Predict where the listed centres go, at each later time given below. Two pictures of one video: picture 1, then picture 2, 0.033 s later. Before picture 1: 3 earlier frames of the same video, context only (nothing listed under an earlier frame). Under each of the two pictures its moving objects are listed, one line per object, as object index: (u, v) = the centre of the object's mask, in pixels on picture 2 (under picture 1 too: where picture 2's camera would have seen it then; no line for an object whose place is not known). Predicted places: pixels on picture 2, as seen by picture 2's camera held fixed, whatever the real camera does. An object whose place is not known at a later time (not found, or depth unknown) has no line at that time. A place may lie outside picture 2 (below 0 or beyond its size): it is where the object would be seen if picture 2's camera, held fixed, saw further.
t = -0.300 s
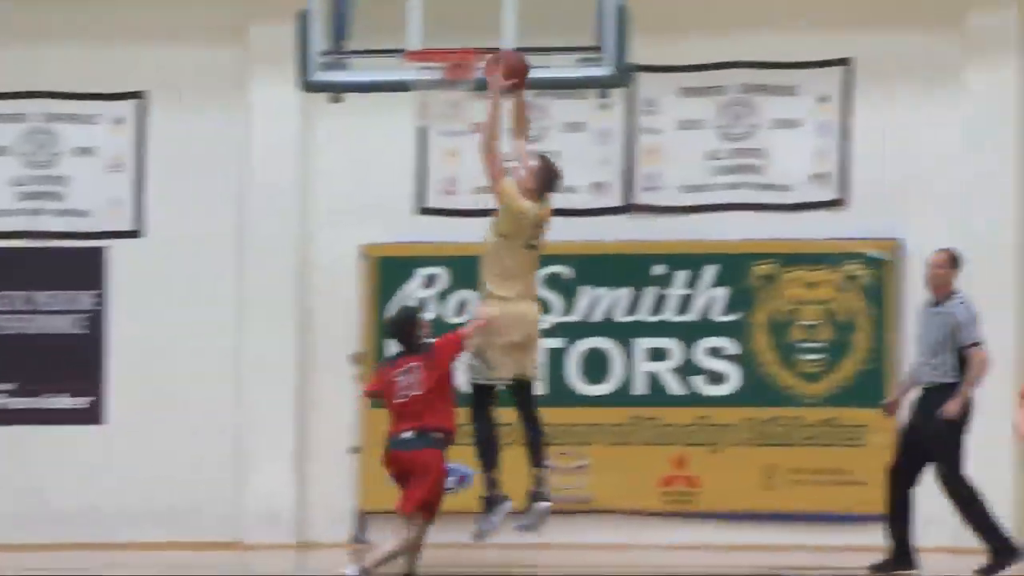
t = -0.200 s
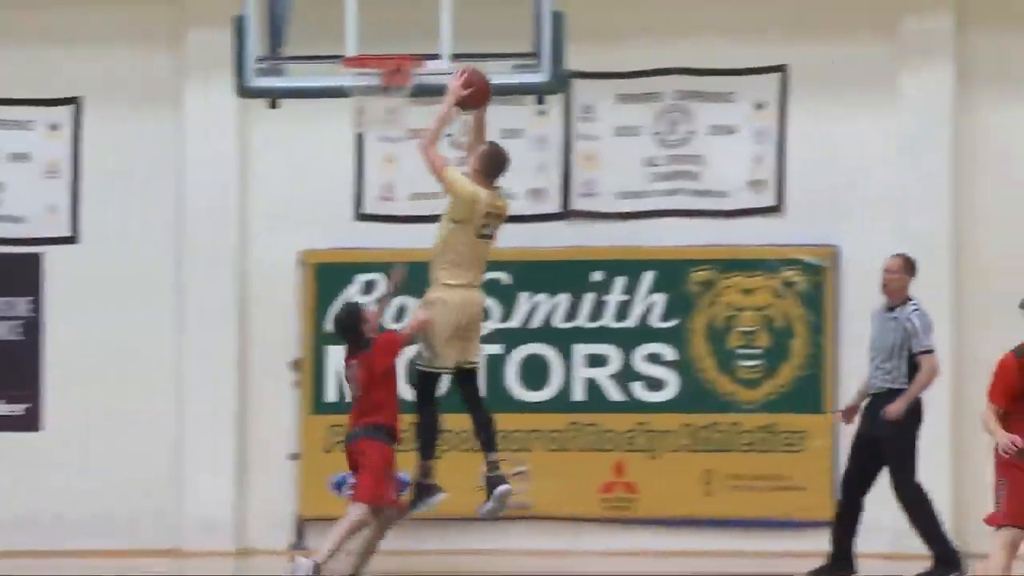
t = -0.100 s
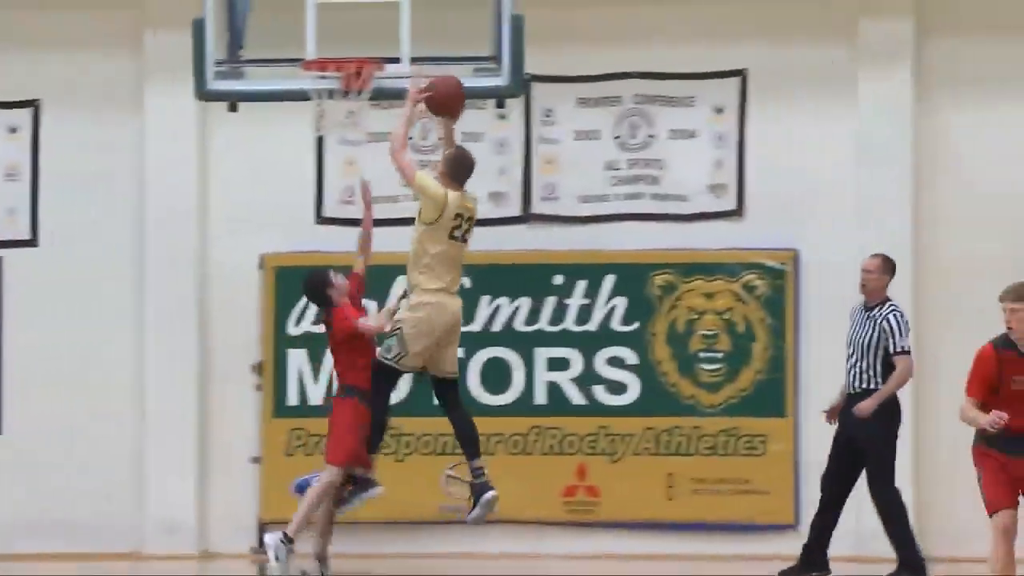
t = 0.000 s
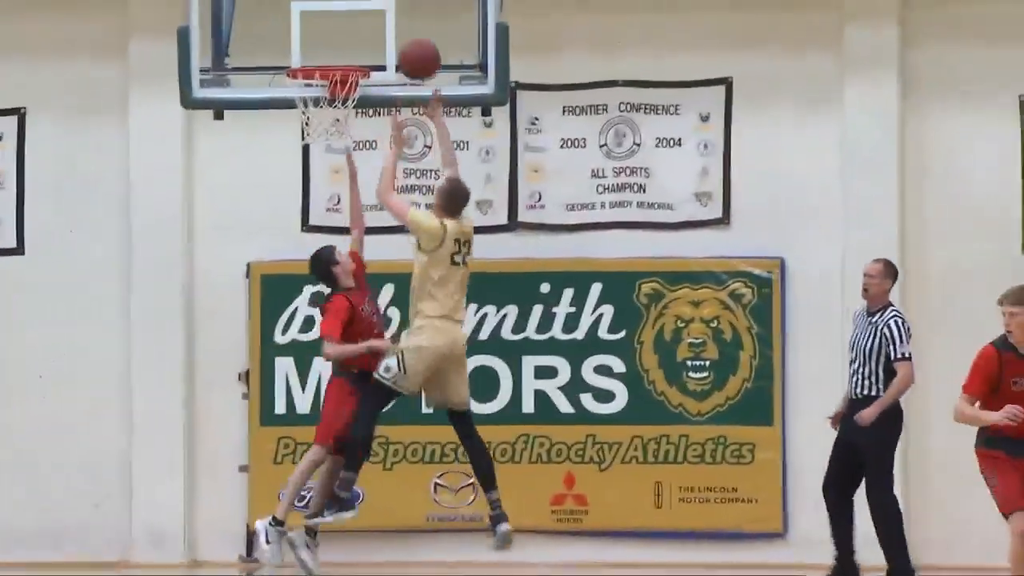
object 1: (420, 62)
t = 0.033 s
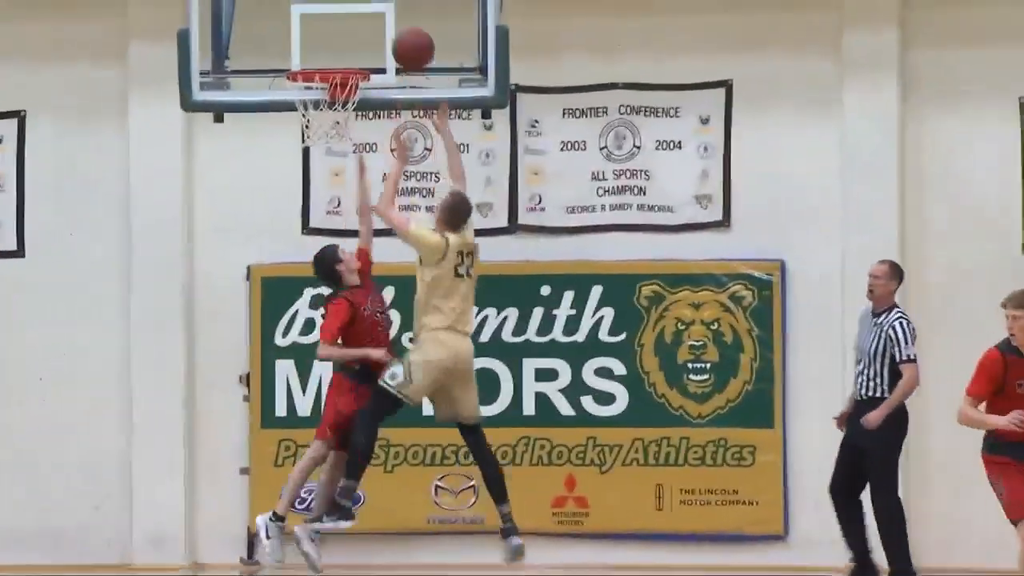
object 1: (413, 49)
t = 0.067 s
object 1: (408, 36)
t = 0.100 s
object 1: (402, 26)
